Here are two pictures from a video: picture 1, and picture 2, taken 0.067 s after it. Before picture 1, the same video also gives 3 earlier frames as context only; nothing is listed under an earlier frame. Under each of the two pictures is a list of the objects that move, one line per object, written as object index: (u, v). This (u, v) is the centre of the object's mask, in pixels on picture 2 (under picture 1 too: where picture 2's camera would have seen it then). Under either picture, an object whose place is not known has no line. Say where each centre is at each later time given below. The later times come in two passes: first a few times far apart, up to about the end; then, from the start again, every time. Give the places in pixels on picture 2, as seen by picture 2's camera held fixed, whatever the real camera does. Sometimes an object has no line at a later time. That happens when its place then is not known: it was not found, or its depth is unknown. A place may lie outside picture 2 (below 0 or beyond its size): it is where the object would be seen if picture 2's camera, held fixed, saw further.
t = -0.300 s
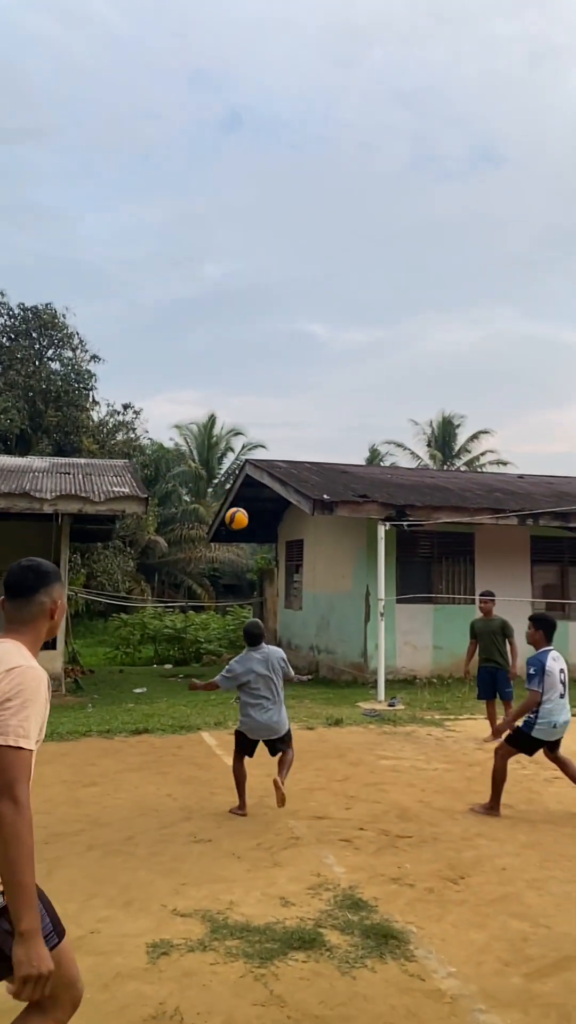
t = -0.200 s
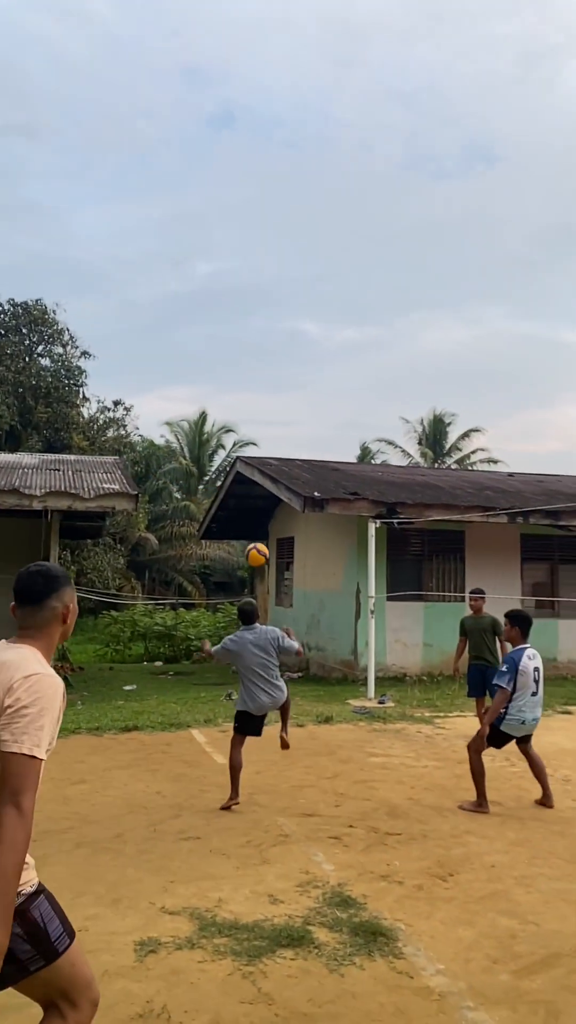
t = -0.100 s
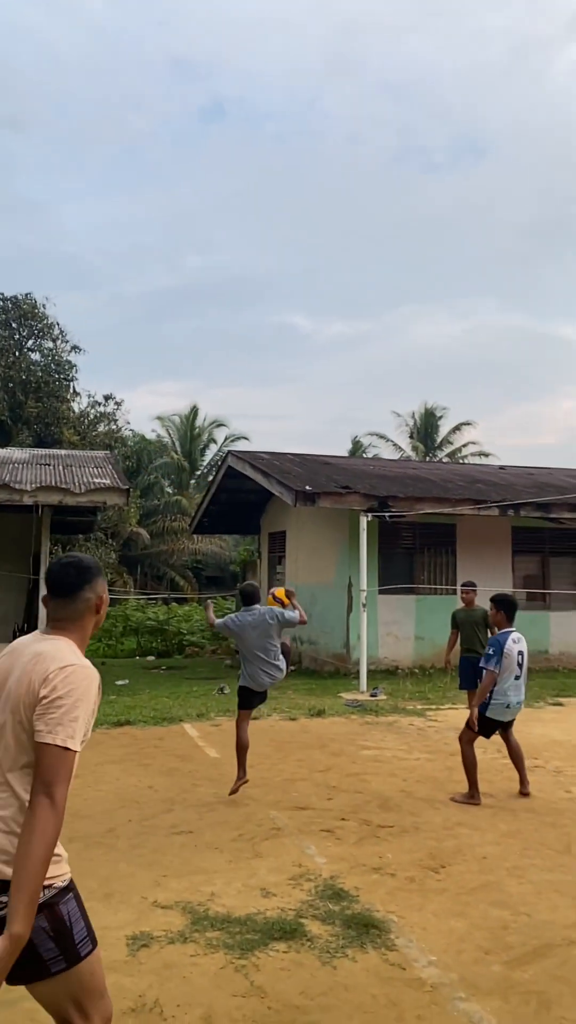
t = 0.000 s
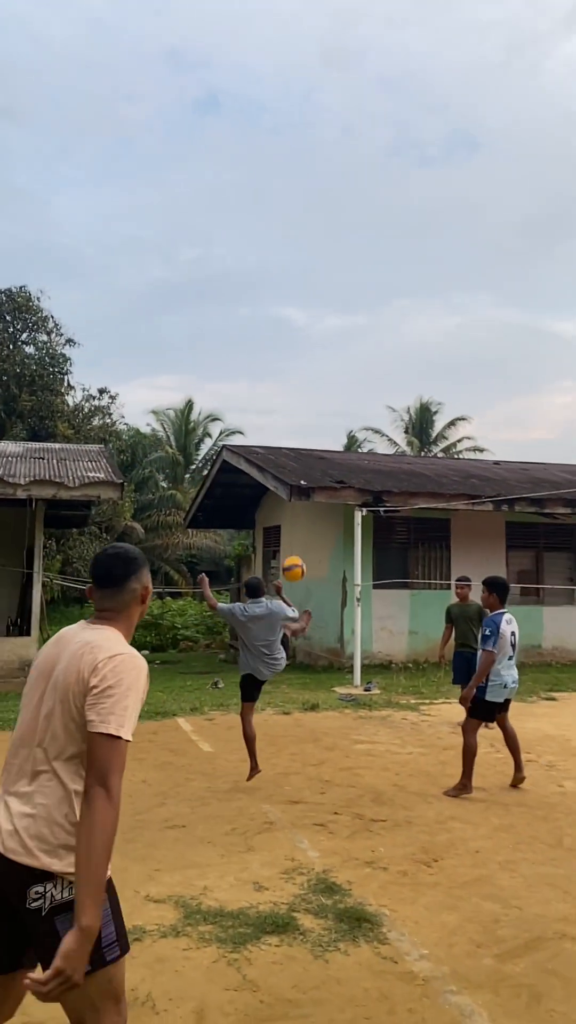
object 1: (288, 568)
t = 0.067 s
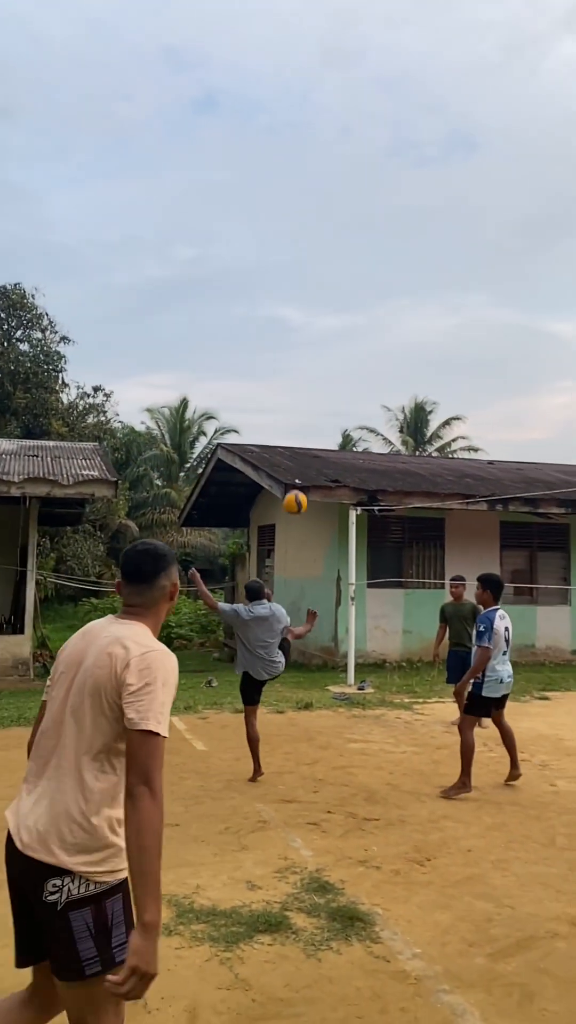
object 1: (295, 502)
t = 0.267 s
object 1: (315, 340)
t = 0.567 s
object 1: (347, 177)
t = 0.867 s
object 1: (379, 112)
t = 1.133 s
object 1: (406, 137)
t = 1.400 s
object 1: (434, 249)
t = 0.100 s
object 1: (298, 473)
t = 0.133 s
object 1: (302, 444)
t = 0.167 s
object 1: (304, 415)
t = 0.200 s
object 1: (308, 389)
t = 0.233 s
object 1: (312, 364)
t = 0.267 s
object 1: (315, 340)
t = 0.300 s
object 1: (318, 316)
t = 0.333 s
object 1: (322, 295)
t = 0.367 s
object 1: (325, 274)
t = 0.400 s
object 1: (329, 255)
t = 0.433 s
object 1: (332, 237)
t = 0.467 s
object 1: (336, 220)
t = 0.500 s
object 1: (340, 205)
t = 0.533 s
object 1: (343, 190)
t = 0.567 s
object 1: (347, 177)
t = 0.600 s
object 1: (350, 165)
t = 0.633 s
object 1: (353, 155)
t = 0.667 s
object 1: (357, 145)
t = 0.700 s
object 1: (361, 137)
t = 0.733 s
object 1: (365, 129)
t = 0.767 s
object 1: (369, 123)
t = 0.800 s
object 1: (373, 118)
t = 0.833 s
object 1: (375, 115)
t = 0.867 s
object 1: (379, 112)
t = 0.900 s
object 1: (382, 111)
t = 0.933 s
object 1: (386, 111)
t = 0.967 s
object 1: (389, 112)
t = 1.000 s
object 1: (392, 115)
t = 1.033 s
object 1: (396, 119)
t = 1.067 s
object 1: (399, 124)
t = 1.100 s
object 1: (403, 130)
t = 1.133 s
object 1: (406, 137)
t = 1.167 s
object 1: (409, 146)
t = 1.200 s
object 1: (413, 157)
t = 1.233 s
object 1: (416, 168)
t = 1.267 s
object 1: (420, 182)
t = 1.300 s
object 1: (423, 196)
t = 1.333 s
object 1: (427, 213)
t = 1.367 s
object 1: (430, 230)
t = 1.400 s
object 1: (434, 249)
